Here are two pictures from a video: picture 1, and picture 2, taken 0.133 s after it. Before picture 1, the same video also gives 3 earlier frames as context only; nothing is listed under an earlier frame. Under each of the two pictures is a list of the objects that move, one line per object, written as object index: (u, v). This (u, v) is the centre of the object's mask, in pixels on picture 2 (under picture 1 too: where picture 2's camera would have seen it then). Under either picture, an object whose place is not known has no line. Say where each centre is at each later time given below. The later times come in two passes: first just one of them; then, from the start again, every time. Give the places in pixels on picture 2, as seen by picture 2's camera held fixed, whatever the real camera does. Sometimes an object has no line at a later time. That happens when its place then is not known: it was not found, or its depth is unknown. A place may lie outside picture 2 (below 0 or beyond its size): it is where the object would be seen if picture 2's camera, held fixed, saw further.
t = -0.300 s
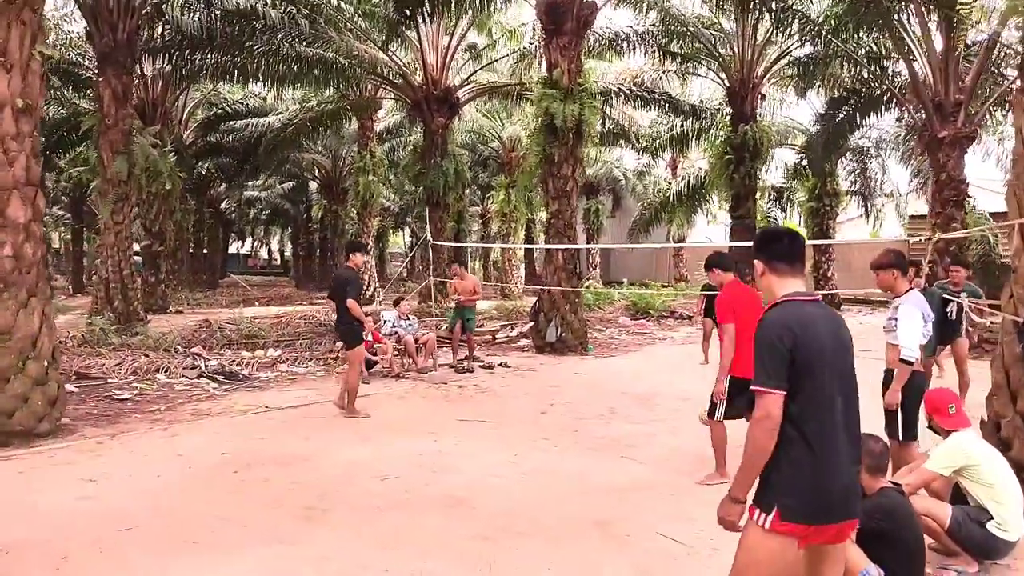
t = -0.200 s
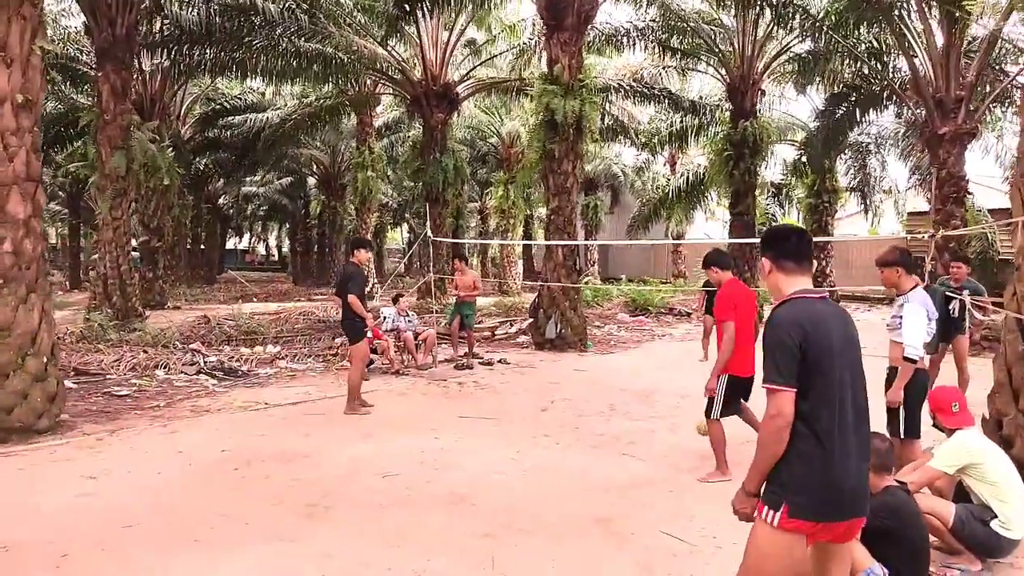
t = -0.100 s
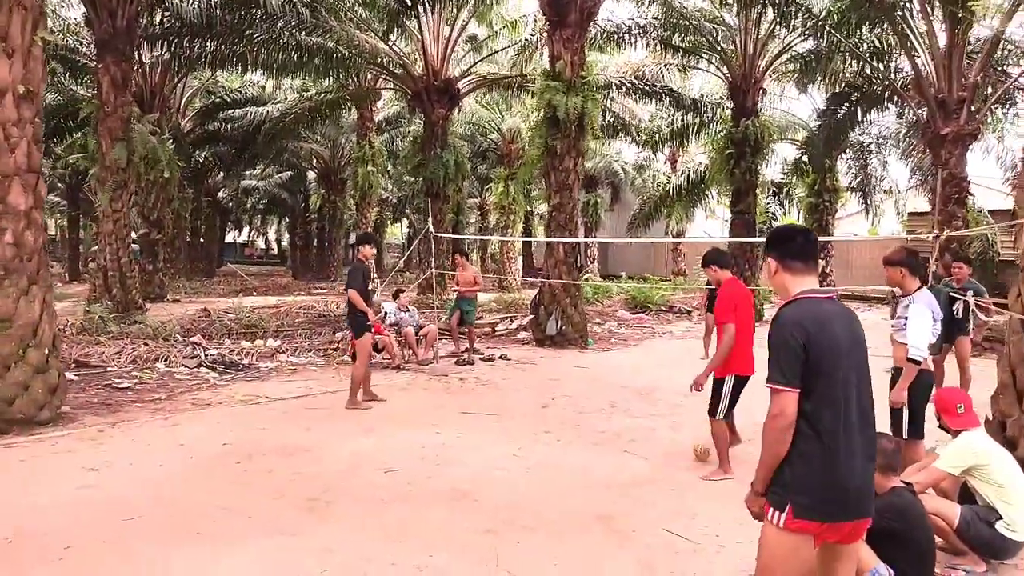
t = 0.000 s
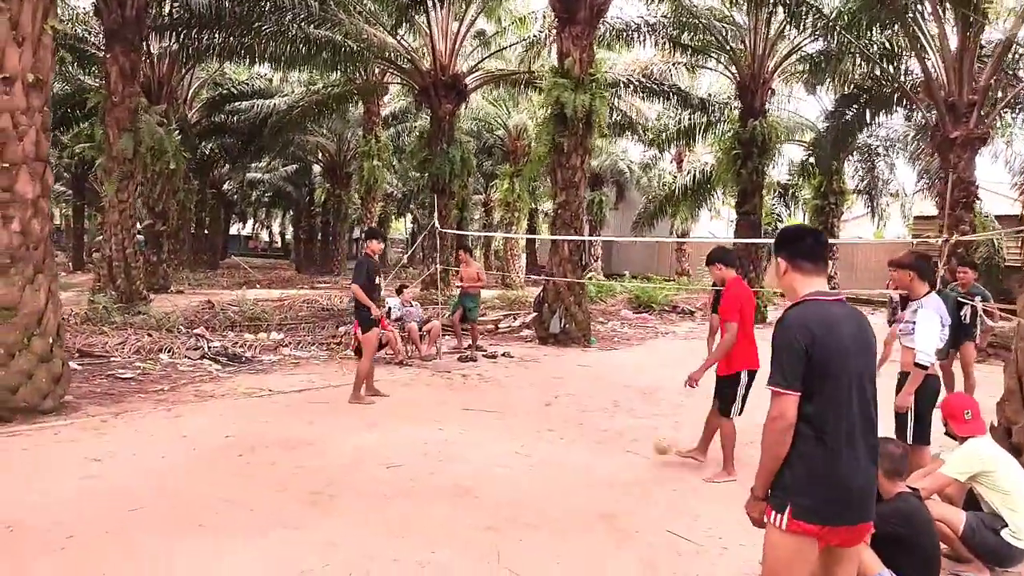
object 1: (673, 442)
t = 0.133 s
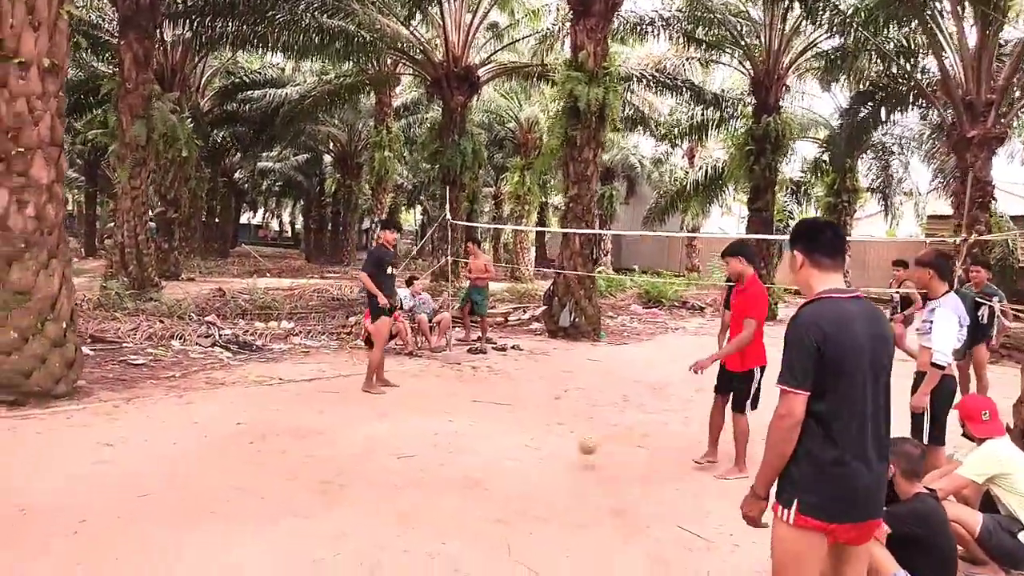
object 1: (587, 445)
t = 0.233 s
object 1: (514, 471)
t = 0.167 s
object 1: (564, 452)
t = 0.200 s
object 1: (538, 457)
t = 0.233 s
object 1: (514, 471)
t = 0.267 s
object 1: (486, 479)
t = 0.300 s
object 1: (462, 482)
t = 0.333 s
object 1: (440, 484)
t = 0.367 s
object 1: (414, 487)
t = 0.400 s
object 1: (389, 492)
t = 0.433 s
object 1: (366, 495)
